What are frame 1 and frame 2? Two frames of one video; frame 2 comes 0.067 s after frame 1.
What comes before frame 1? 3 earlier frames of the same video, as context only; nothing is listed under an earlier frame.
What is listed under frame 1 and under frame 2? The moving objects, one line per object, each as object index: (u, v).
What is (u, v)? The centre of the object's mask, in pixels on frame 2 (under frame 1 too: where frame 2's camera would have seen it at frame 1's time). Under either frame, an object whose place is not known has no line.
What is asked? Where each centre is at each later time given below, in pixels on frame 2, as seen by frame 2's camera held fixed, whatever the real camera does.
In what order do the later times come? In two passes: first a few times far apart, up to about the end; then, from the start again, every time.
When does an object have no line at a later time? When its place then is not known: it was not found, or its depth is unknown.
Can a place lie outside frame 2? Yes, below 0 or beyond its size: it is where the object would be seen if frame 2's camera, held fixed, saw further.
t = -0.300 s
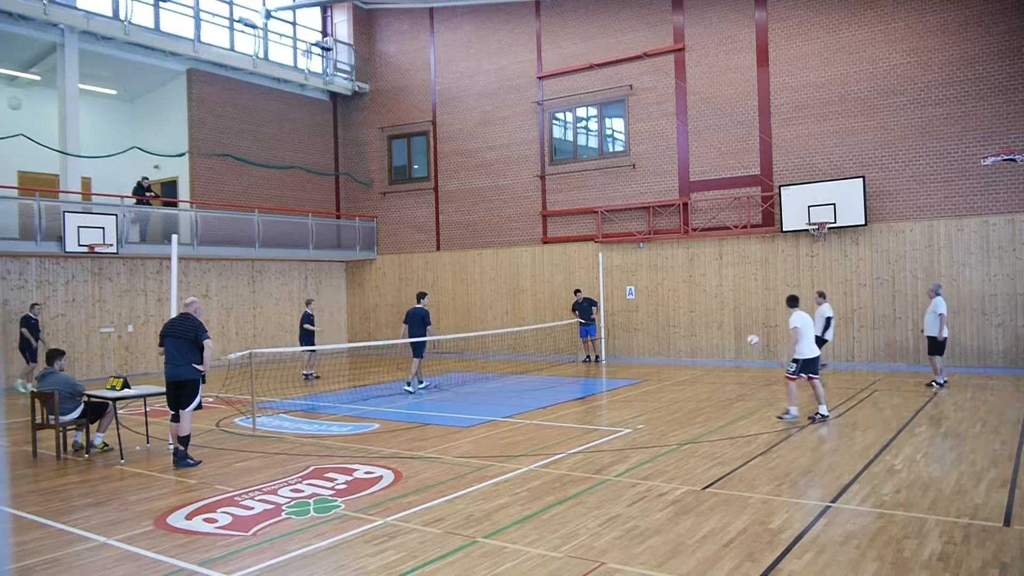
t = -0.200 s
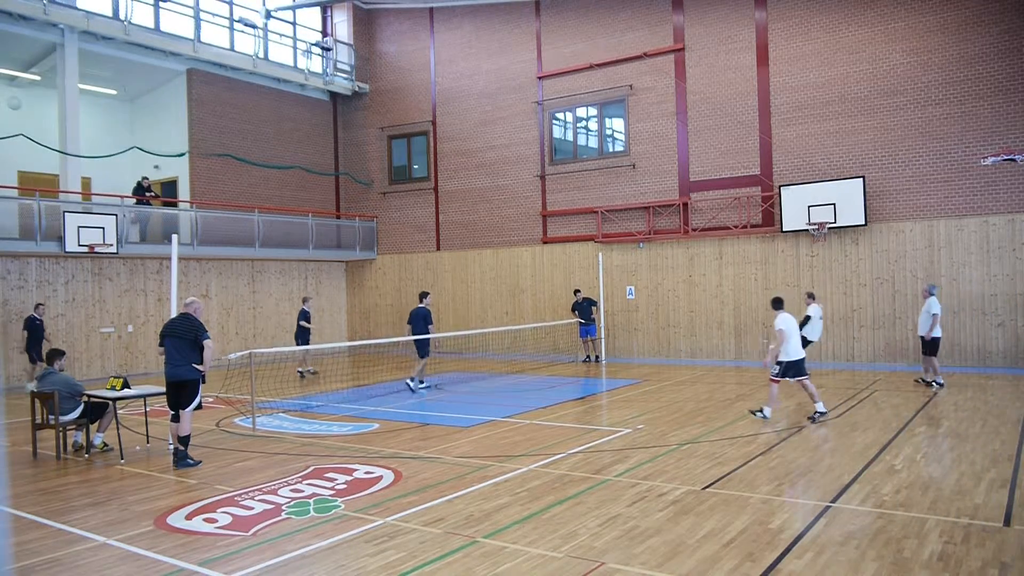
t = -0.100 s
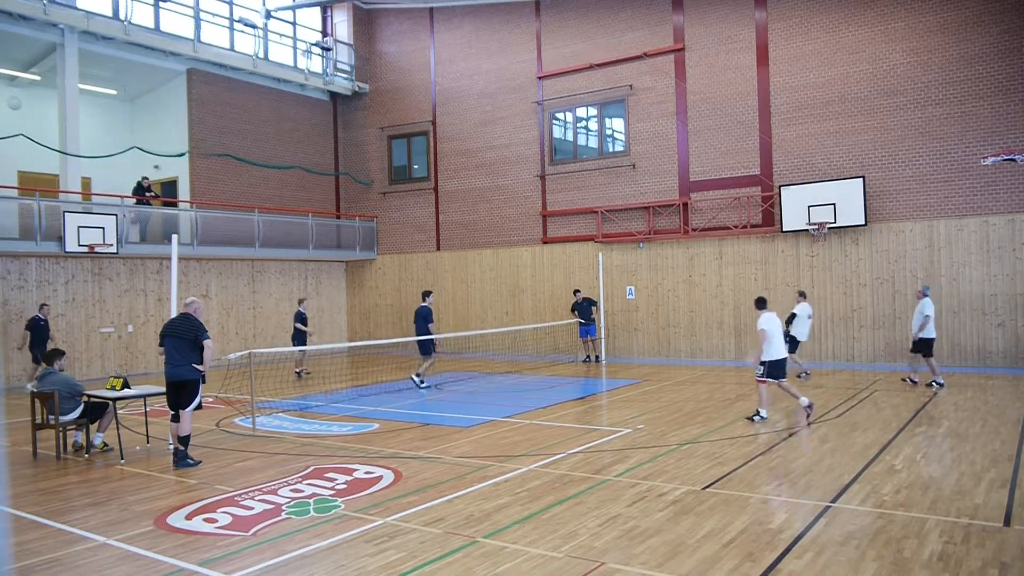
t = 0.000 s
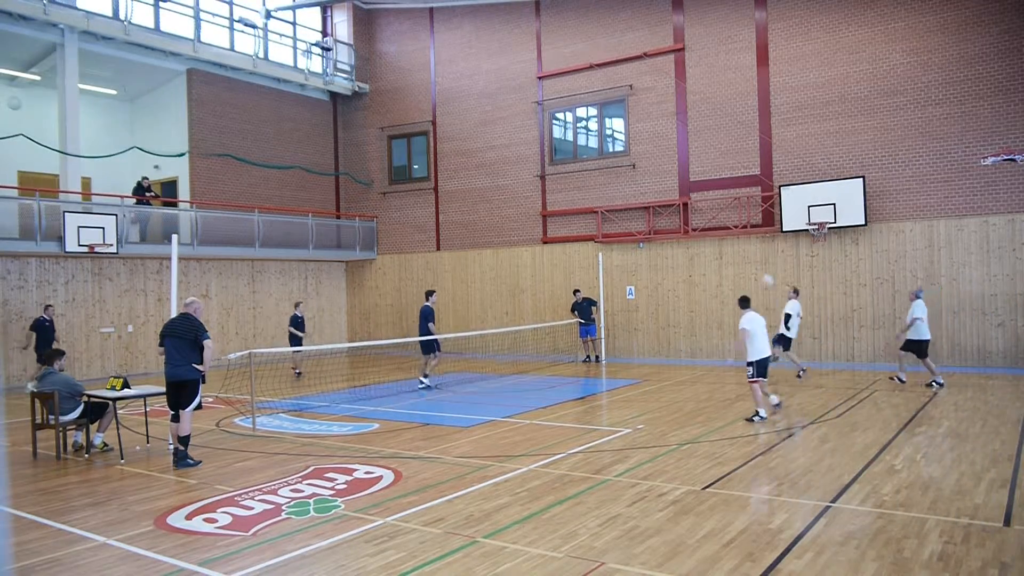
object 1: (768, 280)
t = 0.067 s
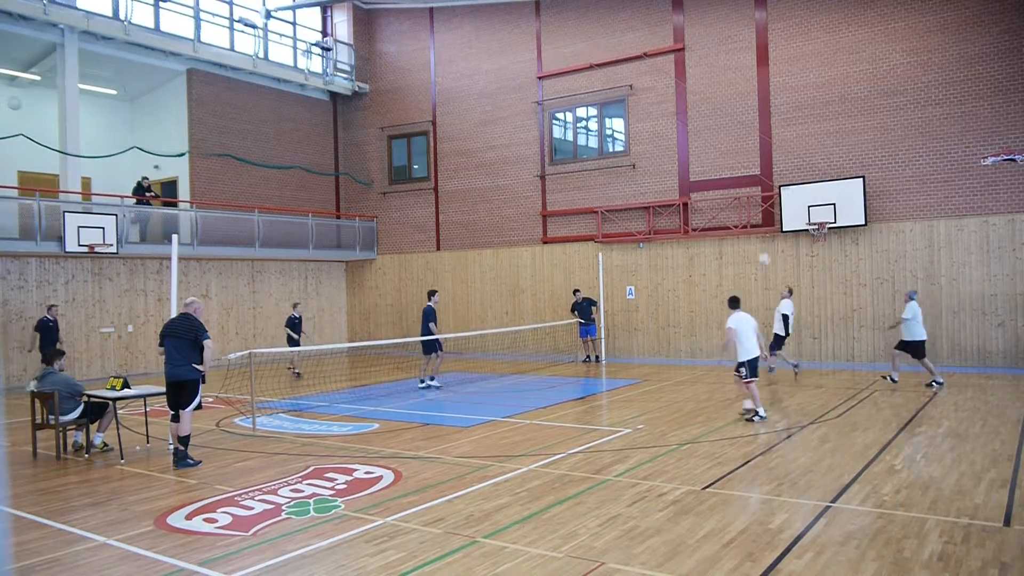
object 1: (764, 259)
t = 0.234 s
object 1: (753, 215)
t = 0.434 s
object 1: (743, 177)
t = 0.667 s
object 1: (731, 160)
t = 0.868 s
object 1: (722, 168)
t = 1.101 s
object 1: (711, 208)
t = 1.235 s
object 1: (705, 245)
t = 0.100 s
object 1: (762, 249)
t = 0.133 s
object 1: (759, 240)
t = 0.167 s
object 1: (757, 230)
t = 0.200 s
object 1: (755, 222)
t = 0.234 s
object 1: (753, 215)
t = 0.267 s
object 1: (752, 206)
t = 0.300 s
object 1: (750, 200)
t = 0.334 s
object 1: (748, 194)
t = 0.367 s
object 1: (746, 187)
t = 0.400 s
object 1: (744, 182)
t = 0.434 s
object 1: (743, 177)
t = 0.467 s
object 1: (740, 173)
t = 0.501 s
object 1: (740, 169)
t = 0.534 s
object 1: (737, 166)
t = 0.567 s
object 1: (736, 164)
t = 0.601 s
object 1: (734, 163)
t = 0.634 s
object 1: (732, 161)
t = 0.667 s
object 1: (731, 160)
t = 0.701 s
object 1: (731, 160)
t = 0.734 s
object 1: (727, 160)
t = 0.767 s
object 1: (726, 162)
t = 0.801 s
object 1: (725, 164)
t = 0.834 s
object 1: (723, 165)
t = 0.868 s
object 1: (722, 168)
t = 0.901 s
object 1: (720, 172)
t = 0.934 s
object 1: (718, 177)
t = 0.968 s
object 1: (717, 182)
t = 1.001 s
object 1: (716, 187)
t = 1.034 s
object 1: (714, 193)
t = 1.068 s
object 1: (713, 199)
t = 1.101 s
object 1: (711, 208)
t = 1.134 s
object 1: (710, 216)
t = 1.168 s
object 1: (708, 225)
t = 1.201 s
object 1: (707, 234)
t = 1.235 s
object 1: (705, 245)
